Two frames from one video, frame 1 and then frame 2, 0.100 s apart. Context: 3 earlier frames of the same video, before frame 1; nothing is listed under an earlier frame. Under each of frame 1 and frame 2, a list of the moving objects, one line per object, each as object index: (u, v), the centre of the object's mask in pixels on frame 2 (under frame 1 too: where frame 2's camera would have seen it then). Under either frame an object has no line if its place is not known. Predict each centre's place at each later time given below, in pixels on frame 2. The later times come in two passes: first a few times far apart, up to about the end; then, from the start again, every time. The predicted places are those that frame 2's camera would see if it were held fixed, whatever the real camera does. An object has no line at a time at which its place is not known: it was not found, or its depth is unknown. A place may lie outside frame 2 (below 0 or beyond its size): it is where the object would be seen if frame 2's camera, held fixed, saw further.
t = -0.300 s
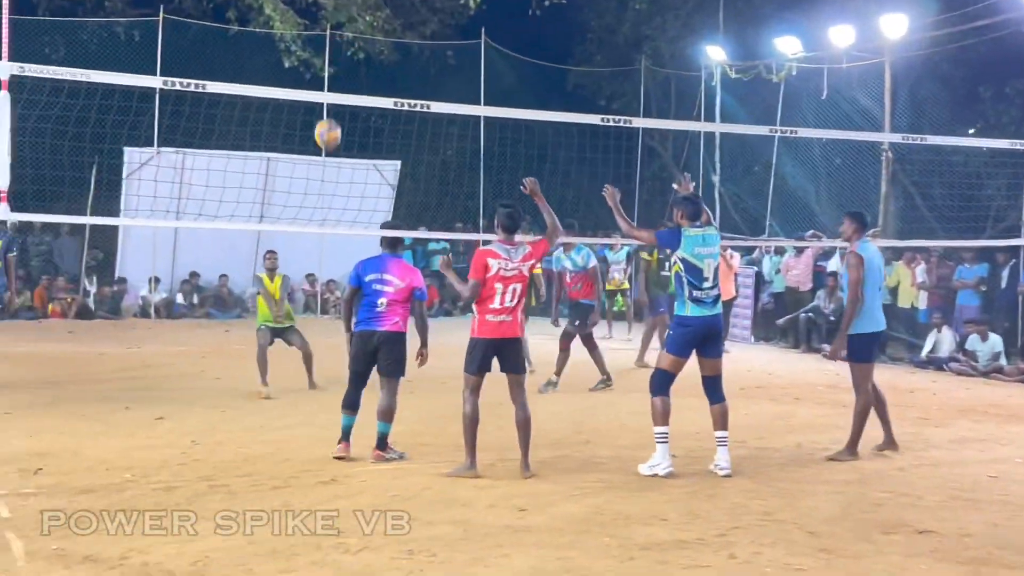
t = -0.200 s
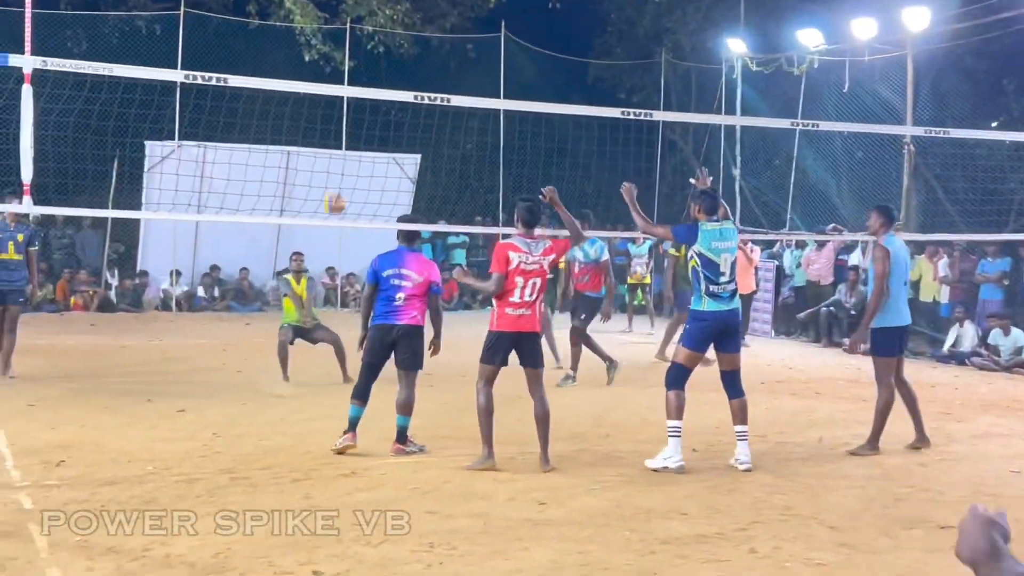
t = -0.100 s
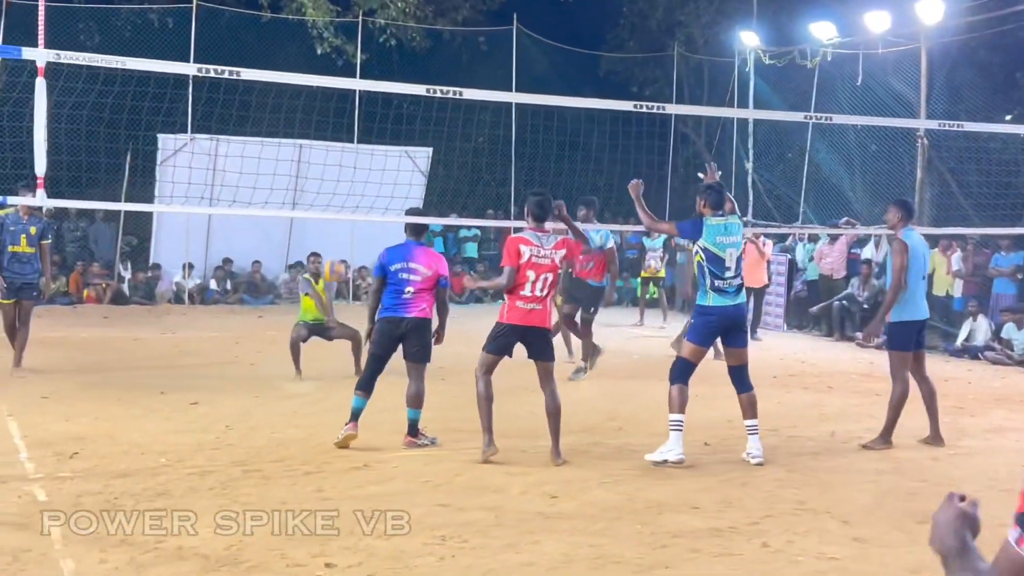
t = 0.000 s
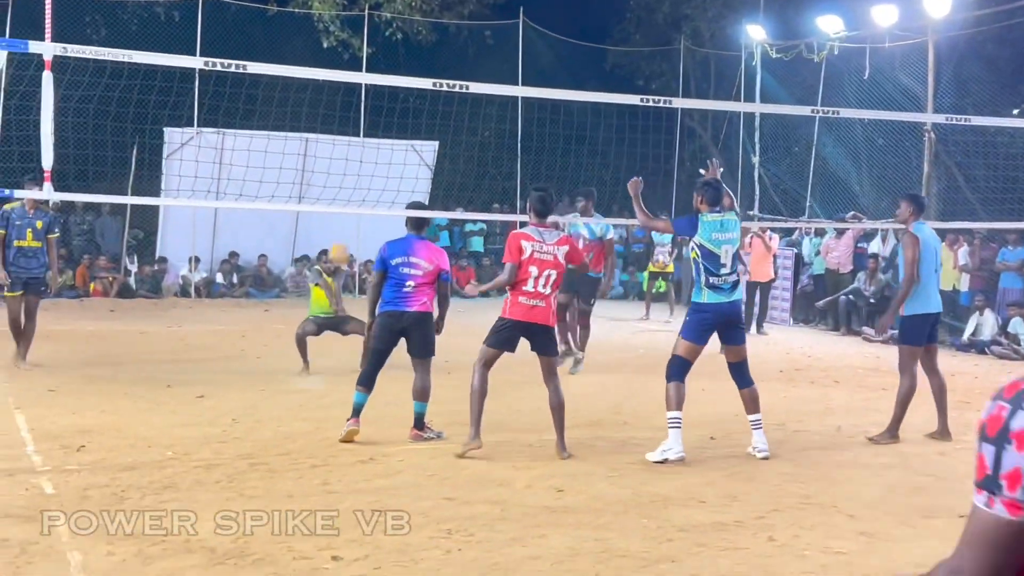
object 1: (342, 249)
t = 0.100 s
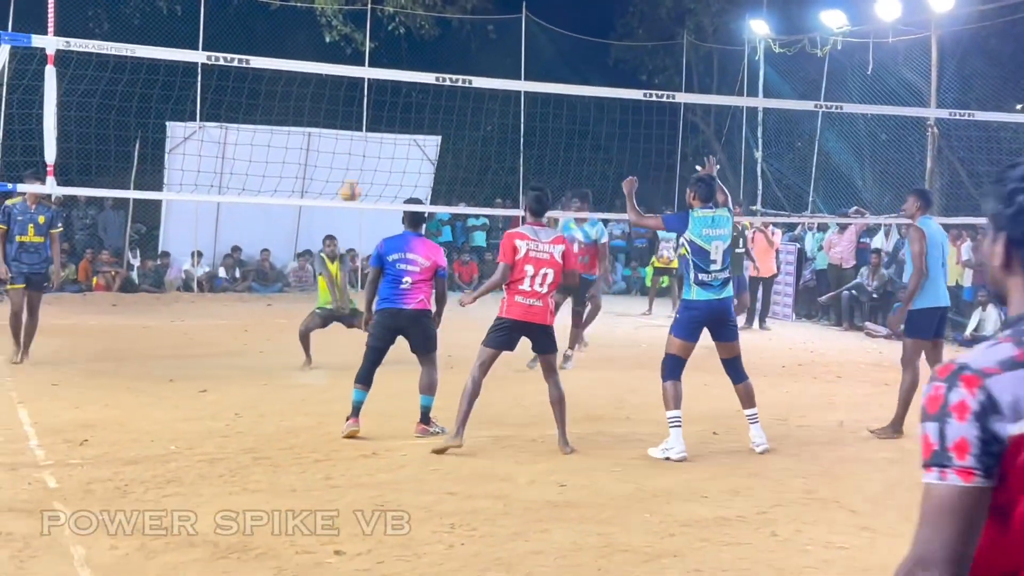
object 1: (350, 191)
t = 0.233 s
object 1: (362, 127)
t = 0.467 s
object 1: (382, 56)
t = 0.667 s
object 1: (401, 46)
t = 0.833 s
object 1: (416, 71)
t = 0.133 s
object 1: (352, 175)
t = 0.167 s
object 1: (355, 158)
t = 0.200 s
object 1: (359, 143)
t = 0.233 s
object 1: (362, 127)
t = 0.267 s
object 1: (364, 115)
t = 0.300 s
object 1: (367, 102)
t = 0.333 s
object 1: (370, 91)
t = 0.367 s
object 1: (373, 85)
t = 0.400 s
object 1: (377, 63)
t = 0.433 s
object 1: (379, 59)
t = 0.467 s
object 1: (382, 56)
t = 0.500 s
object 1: (385, 52)
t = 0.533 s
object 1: (388, 49)
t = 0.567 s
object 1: (391, 46)
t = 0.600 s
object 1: (394, 44)
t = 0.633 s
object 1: (397, 45)
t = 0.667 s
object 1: (401, 46)
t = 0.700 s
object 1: (404, 48)
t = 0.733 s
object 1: (407, 52)
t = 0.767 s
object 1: (410, 57)
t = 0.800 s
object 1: (413, 61)
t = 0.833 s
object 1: (416, 71)
